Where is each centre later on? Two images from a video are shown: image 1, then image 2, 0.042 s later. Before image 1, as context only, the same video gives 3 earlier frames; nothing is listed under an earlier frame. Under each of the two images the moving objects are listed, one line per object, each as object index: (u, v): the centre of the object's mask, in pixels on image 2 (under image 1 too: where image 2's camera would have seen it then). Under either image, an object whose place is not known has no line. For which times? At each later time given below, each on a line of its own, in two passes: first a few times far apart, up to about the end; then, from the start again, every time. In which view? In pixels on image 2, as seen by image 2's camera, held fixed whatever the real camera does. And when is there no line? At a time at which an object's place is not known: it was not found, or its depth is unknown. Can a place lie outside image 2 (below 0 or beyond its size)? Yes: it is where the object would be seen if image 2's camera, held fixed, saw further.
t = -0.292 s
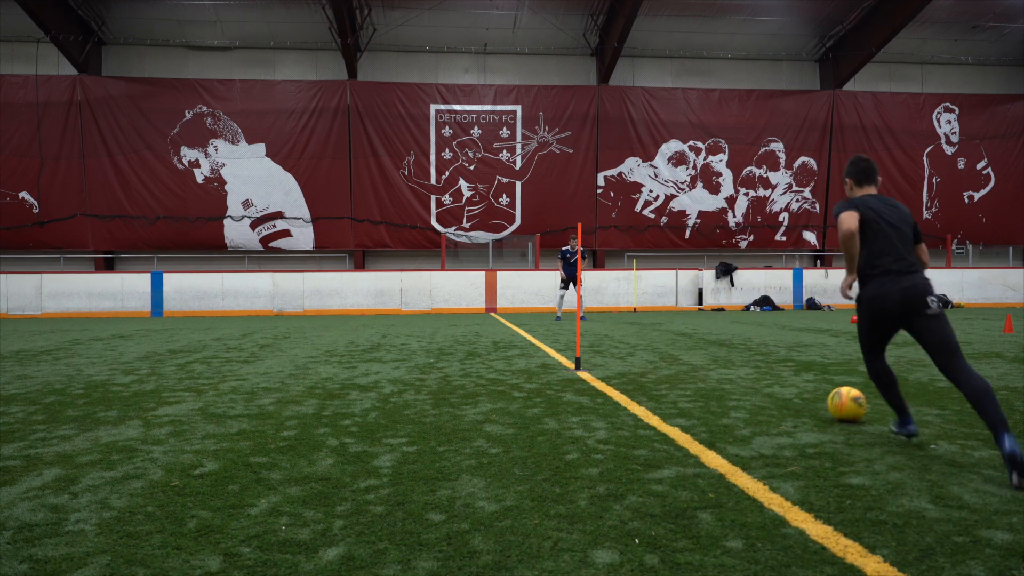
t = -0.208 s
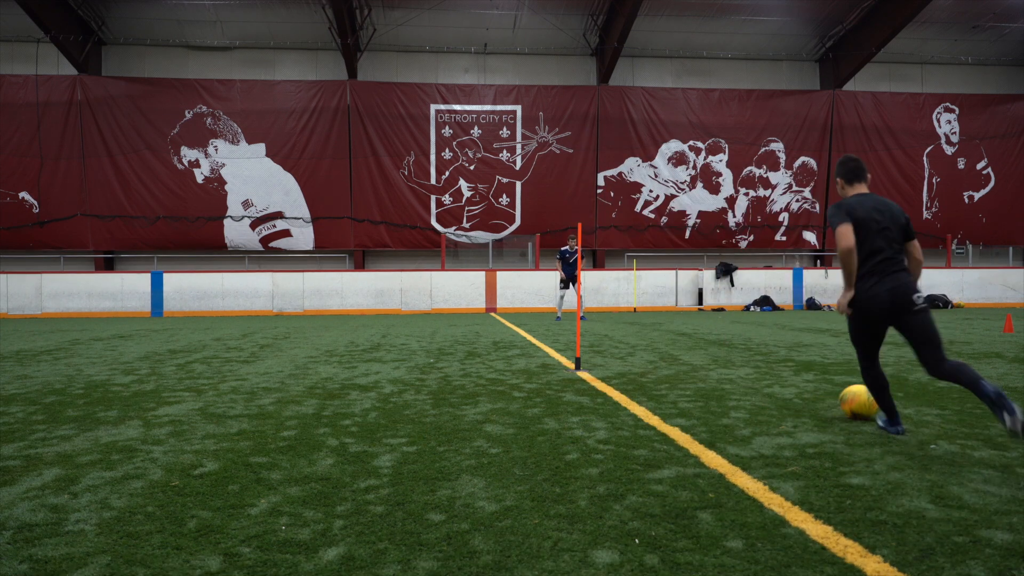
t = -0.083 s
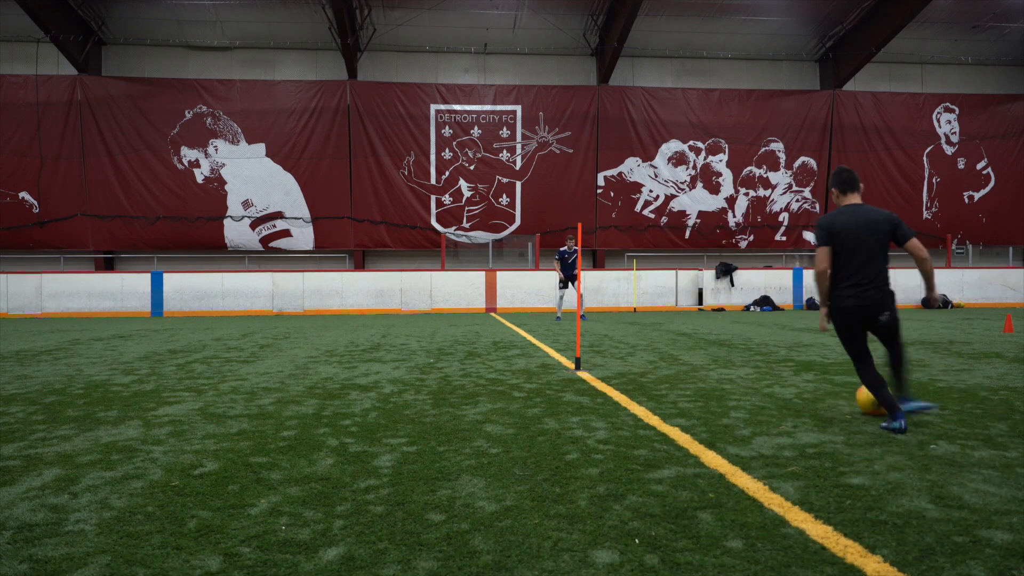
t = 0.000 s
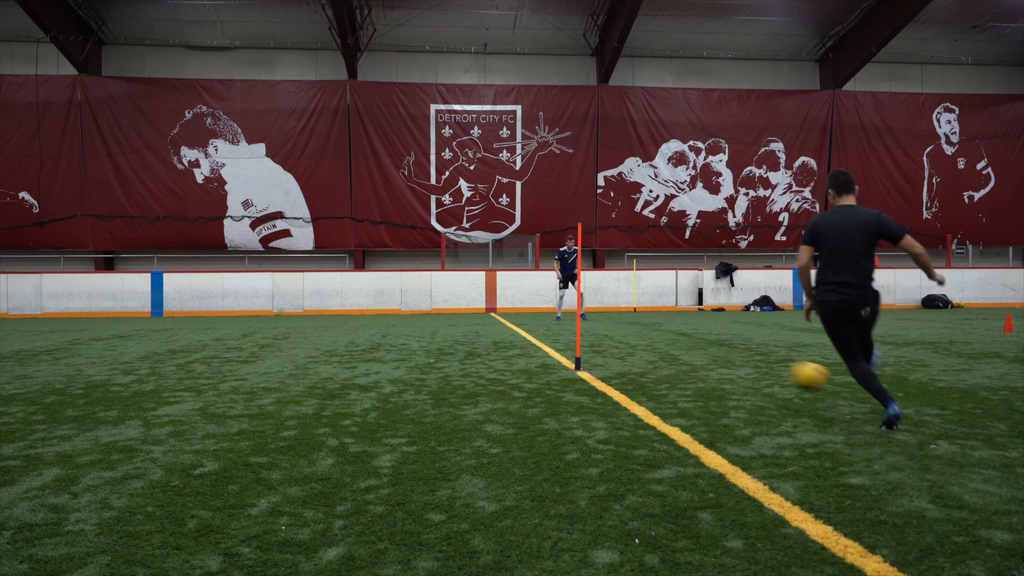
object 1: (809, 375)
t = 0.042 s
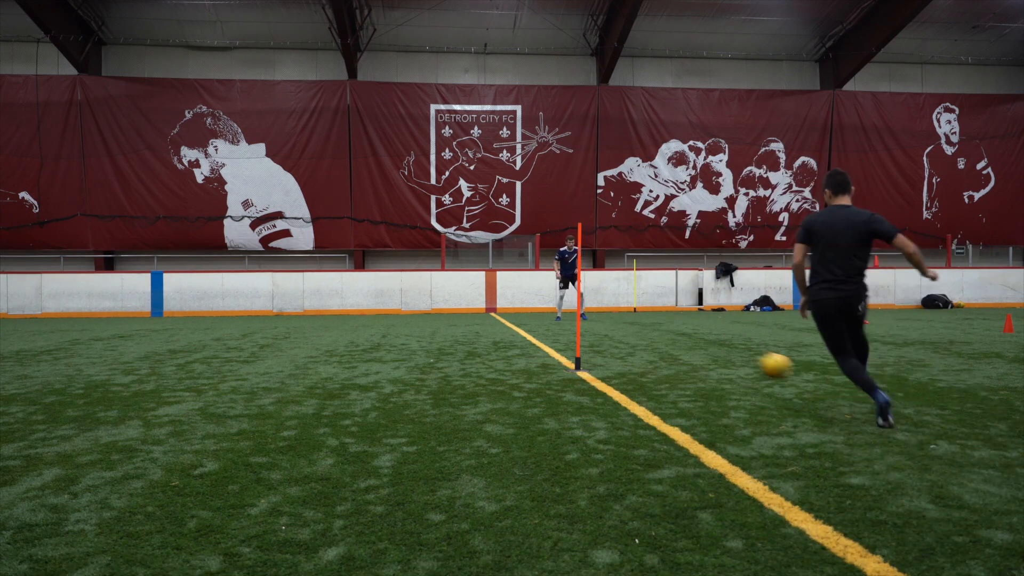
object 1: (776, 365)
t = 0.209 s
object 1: (691, 341)
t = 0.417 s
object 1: (639, 326)
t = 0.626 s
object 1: (608, 318)
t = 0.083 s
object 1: (748, 357)
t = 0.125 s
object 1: (725, 350)
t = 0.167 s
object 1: (707, 346)
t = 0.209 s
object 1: (691, 341)
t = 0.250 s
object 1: (678, 337)
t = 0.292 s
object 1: (666, 333)
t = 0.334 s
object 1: (656, 331)
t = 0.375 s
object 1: (646, 328)
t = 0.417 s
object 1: (639, 326)
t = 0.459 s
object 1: (631, 324)
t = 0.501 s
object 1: (625, 322)
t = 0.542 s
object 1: (619, 321)
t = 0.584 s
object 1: (613, 320)
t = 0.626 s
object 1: (608, 318)
